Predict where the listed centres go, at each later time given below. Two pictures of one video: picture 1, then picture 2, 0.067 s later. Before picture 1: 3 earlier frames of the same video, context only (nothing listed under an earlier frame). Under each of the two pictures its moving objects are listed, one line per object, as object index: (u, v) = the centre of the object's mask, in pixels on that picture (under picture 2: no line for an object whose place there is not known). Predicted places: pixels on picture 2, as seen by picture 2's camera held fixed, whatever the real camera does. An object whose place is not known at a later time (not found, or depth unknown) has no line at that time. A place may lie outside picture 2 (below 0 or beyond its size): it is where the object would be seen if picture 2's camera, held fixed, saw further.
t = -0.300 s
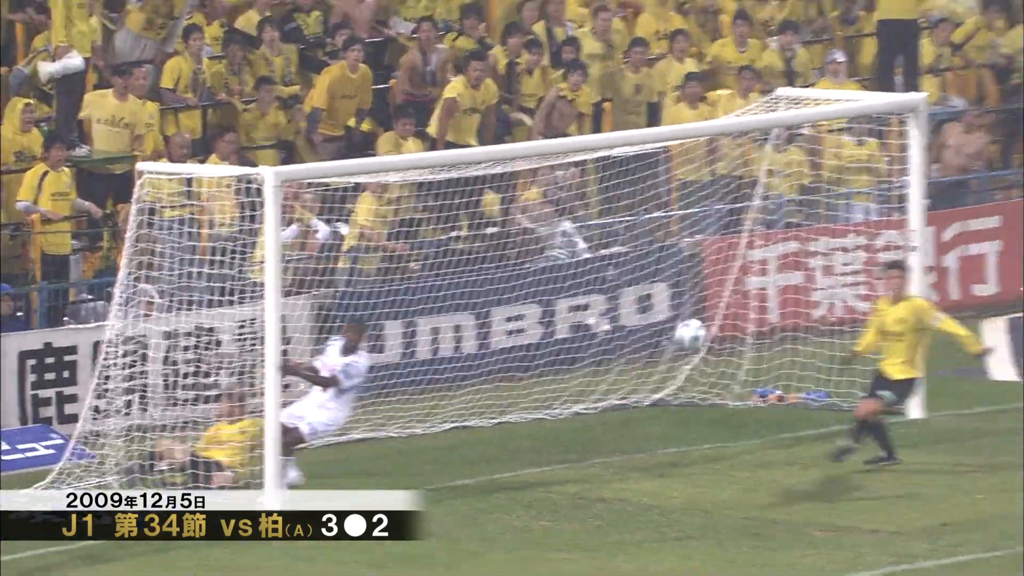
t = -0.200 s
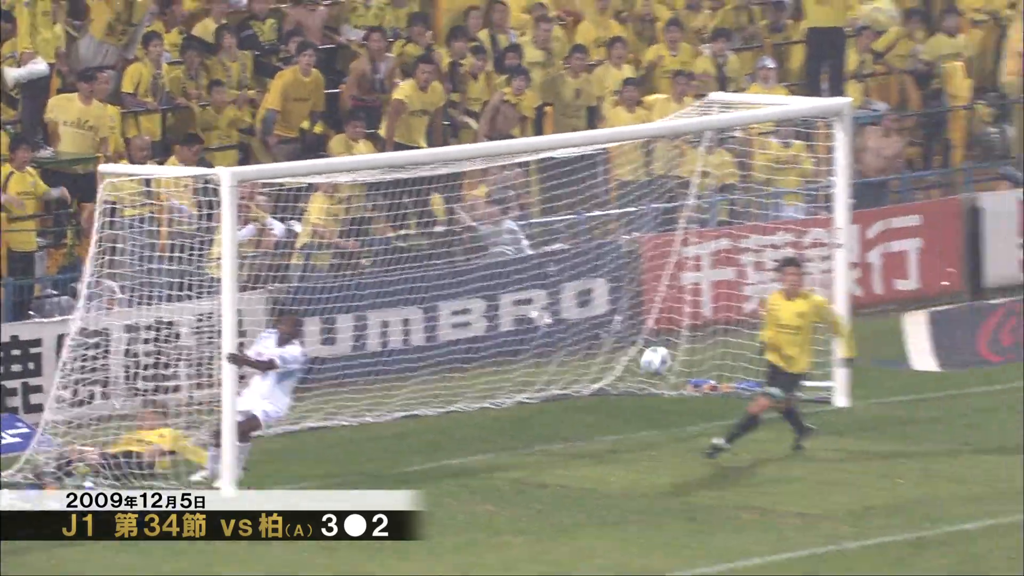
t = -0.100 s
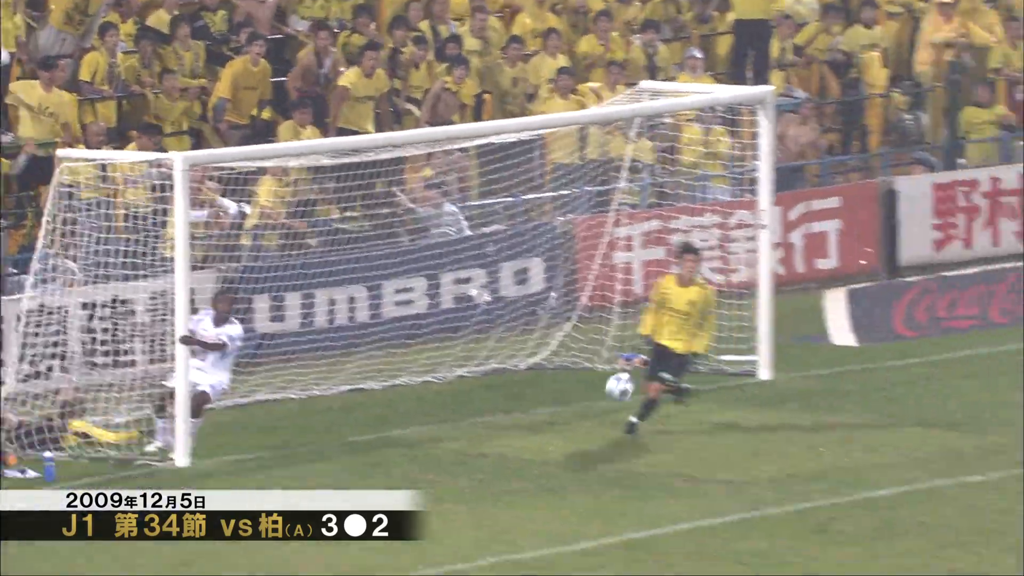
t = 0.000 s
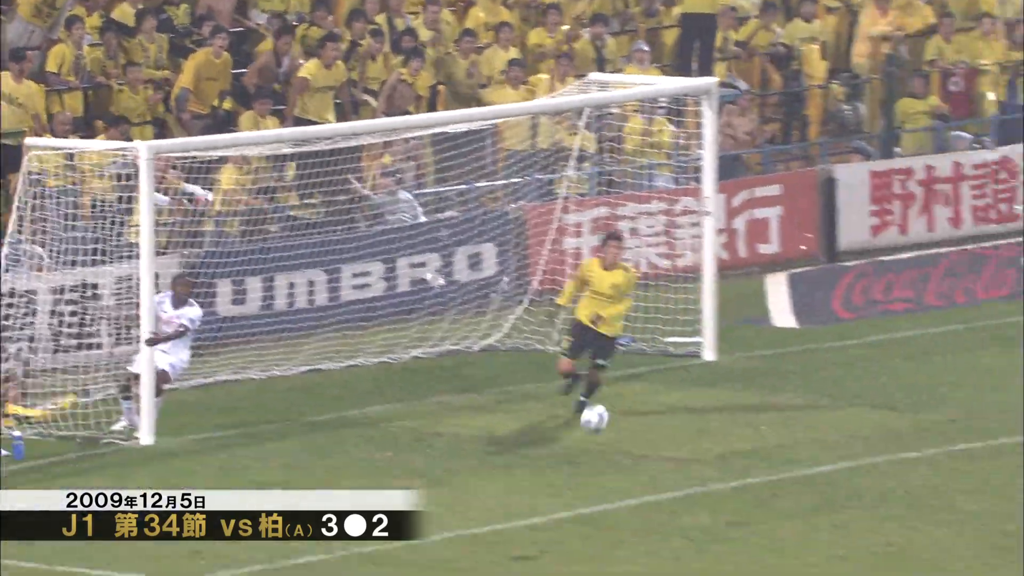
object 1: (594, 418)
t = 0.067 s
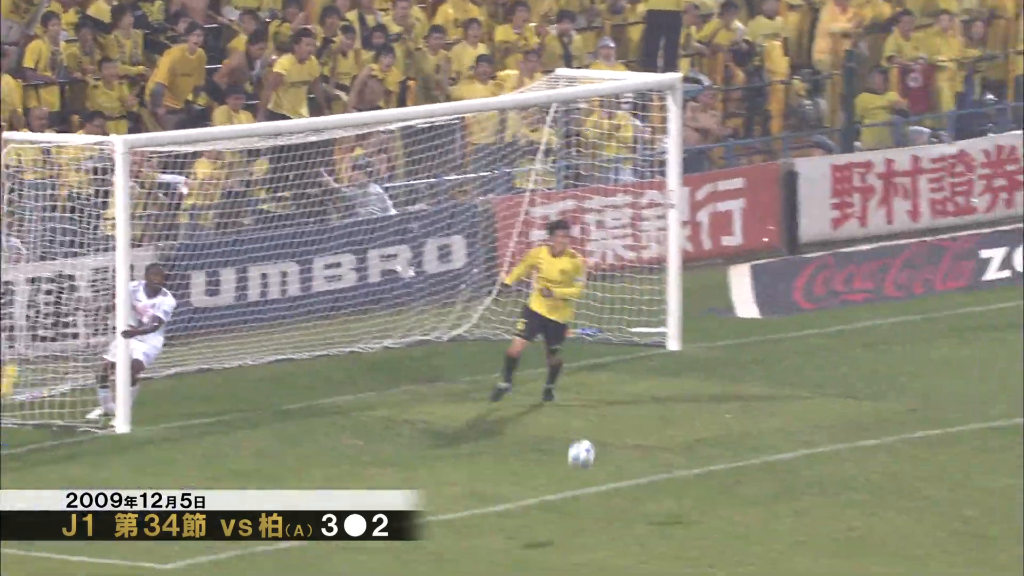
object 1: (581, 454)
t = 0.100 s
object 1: (592, 480)
